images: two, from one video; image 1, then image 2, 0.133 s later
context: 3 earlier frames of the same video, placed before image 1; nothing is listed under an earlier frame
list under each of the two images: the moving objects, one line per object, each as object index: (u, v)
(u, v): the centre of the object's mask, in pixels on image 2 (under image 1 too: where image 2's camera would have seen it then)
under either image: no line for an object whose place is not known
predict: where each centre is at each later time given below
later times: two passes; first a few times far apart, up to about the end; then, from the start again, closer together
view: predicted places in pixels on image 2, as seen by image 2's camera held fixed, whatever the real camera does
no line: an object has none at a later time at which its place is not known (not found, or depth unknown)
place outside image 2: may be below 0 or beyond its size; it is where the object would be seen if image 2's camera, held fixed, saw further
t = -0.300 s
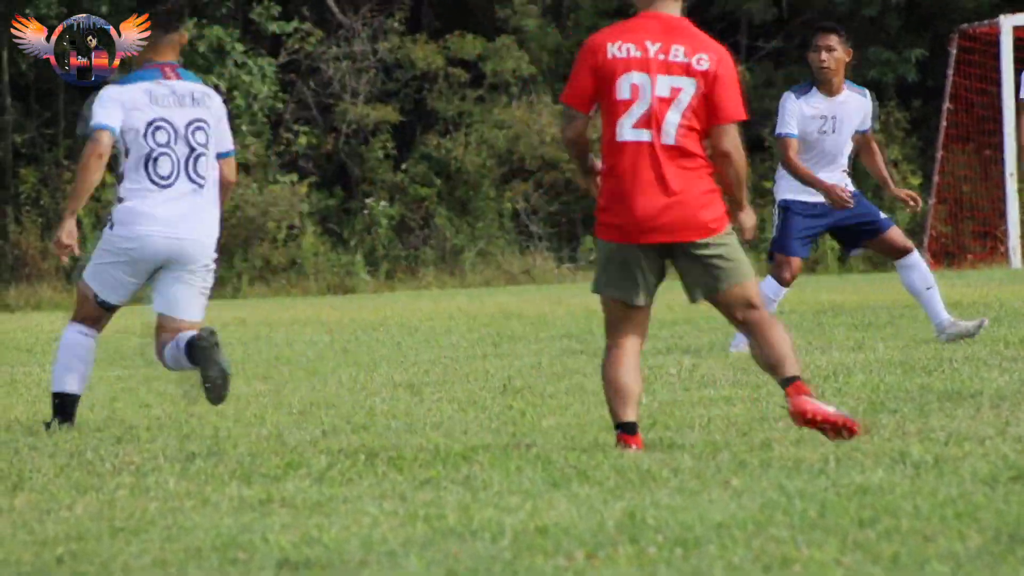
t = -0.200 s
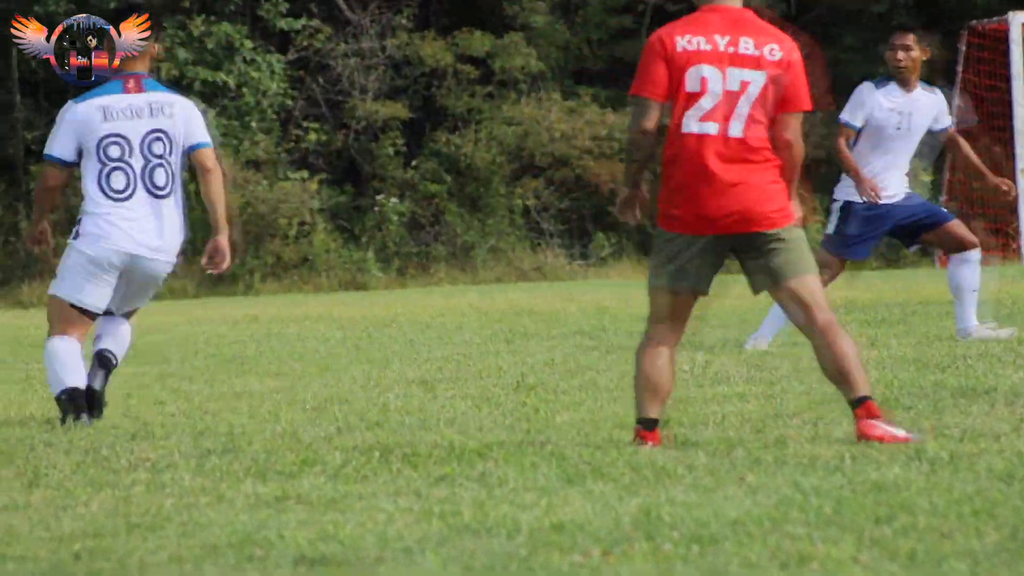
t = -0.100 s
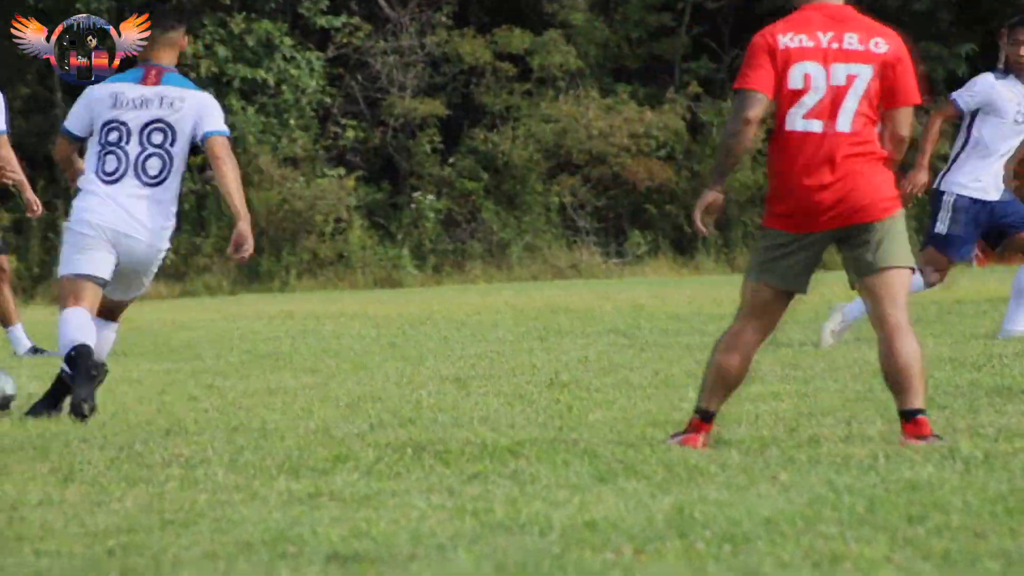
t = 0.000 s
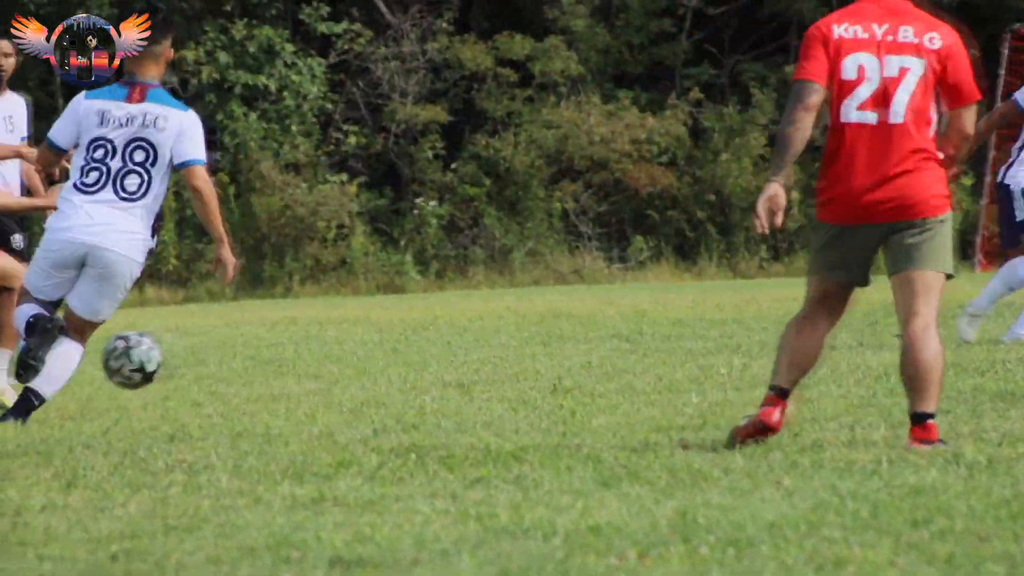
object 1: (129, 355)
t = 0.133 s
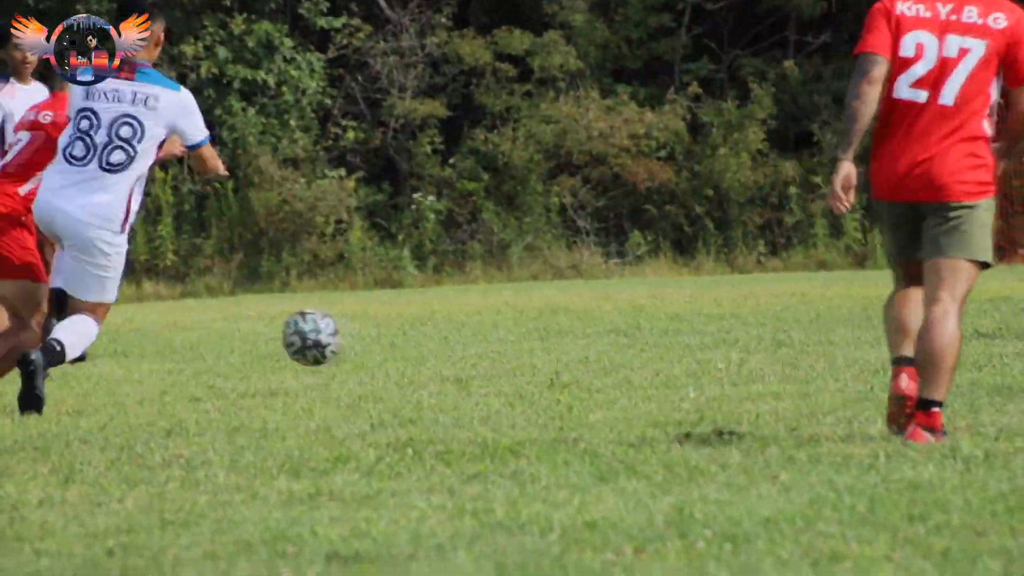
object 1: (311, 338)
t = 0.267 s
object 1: (483, 365)
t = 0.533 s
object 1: (688, 343)
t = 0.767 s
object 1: (851, 349)
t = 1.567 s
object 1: (1330, 329)
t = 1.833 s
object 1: (1458, 323)
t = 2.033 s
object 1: (1515, 326)
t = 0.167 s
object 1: (355, 340)
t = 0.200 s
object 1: (398, 347)
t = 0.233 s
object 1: (441, 357)
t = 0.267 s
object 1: (483, 365)
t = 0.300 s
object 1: (516, 364)
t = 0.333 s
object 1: (540, 356)
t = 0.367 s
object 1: (565, 347)
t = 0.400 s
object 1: (589, 341)
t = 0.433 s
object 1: (615, 337)
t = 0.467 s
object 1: (638, 336)
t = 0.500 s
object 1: (662, 338)
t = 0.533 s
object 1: (688, 343)
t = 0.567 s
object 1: (711, 349)
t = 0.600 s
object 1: (736, 354)
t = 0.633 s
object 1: (759, 353)
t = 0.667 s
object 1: (782, 350)
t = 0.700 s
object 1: (805, 348)
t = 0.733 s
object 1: (829, 349)
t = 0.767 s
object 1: (851, 349)
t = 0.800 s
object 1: (872, 347)
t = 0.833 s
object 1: (893, 345)
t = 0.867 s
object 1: (915, 344)
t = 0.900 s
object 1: (937, 344)
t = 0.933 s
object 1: (960, 345)
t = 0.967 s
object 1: (981, 341)
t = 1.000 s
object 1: (999, 339)
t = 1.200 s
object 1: (1122, 336)
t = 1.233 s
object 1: (1142, 337)
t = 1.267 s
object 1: (1159, 338)
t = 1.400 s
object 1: (1238, 332)
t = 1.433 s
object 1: (1258, 331)
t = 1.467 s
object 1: (1276, 331)
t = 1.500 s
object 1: (1294, 331)
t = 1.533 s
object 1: (1312, 332)
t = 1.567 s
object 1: (1330, 329)
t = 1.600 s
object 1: (1347, 327)
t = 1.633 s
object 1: (1363, 327)
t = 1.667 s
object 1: (1381, 328)
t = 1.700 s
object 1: (1398, 329)
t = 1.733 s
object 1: (1412, 327)
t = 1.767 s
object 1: (1427, 323)
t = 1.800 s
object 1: (1441, 322)
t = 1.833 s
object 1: (1458, 323)
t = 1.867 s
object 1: (1471, 325)
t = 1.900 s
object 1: (1484, 327)
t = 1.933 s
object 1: (1500, 327)
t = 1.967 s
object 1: (1513, 325)
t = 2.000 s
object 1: (1525, 324)
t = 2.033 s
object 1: (1515, 326)
